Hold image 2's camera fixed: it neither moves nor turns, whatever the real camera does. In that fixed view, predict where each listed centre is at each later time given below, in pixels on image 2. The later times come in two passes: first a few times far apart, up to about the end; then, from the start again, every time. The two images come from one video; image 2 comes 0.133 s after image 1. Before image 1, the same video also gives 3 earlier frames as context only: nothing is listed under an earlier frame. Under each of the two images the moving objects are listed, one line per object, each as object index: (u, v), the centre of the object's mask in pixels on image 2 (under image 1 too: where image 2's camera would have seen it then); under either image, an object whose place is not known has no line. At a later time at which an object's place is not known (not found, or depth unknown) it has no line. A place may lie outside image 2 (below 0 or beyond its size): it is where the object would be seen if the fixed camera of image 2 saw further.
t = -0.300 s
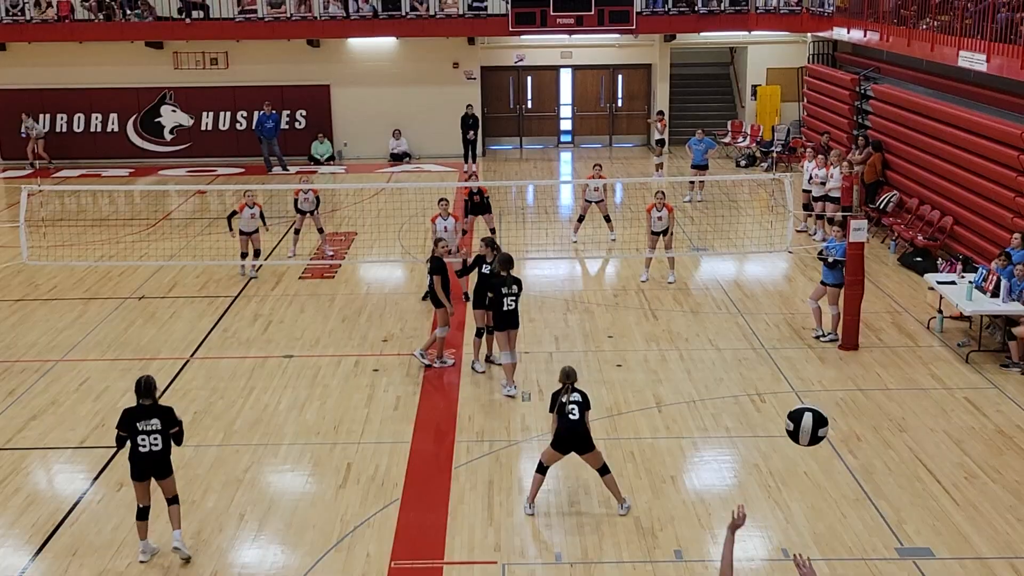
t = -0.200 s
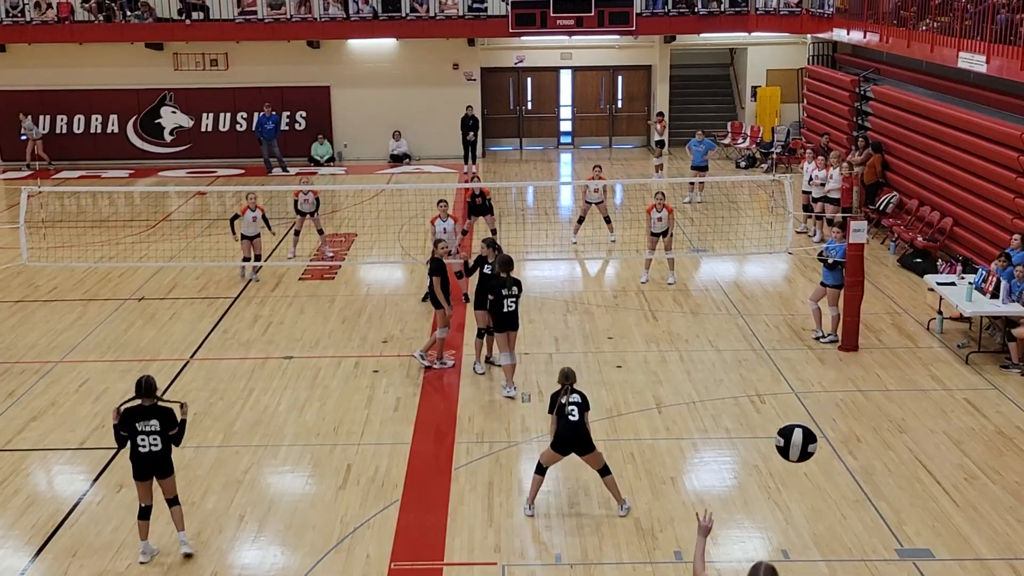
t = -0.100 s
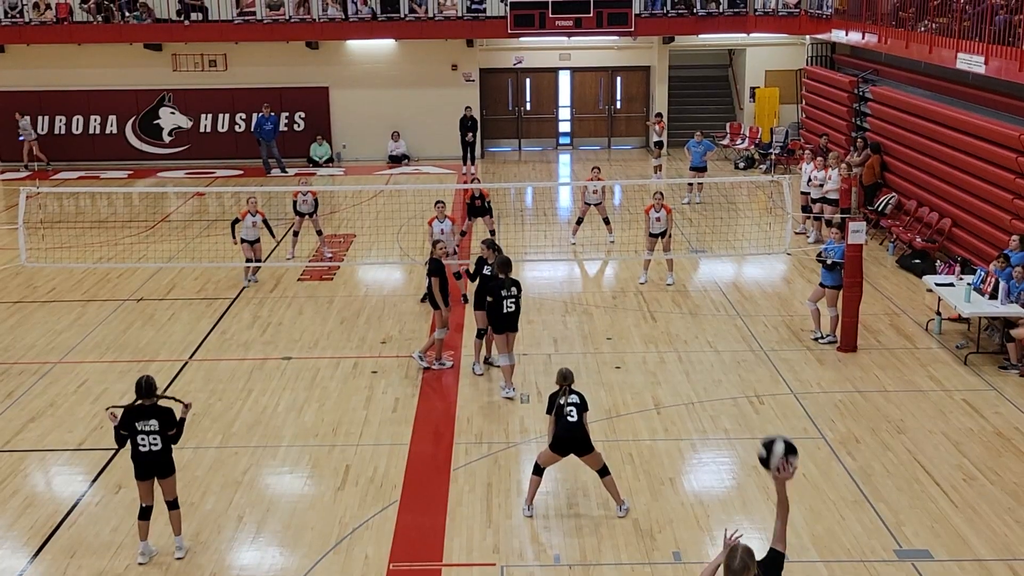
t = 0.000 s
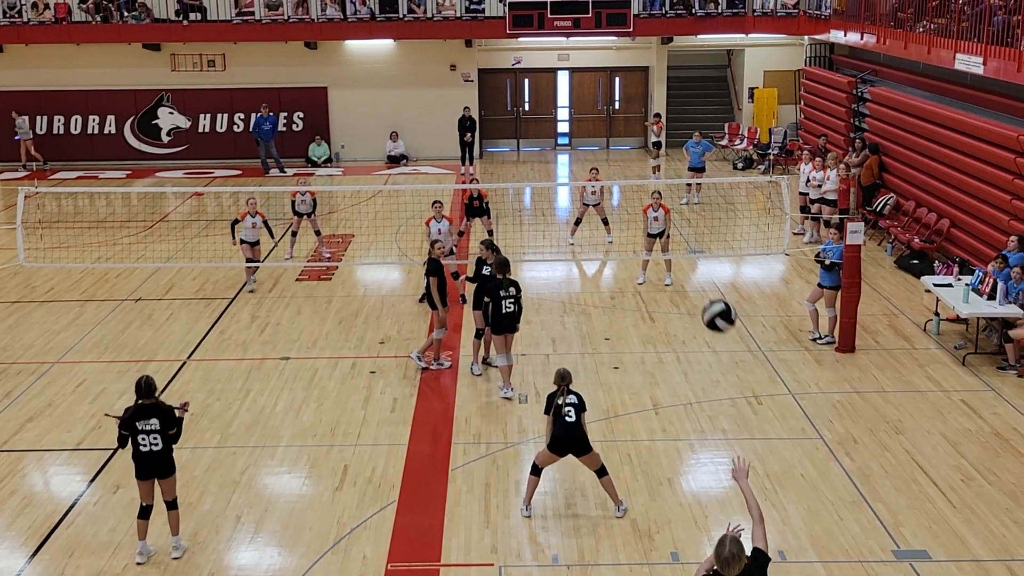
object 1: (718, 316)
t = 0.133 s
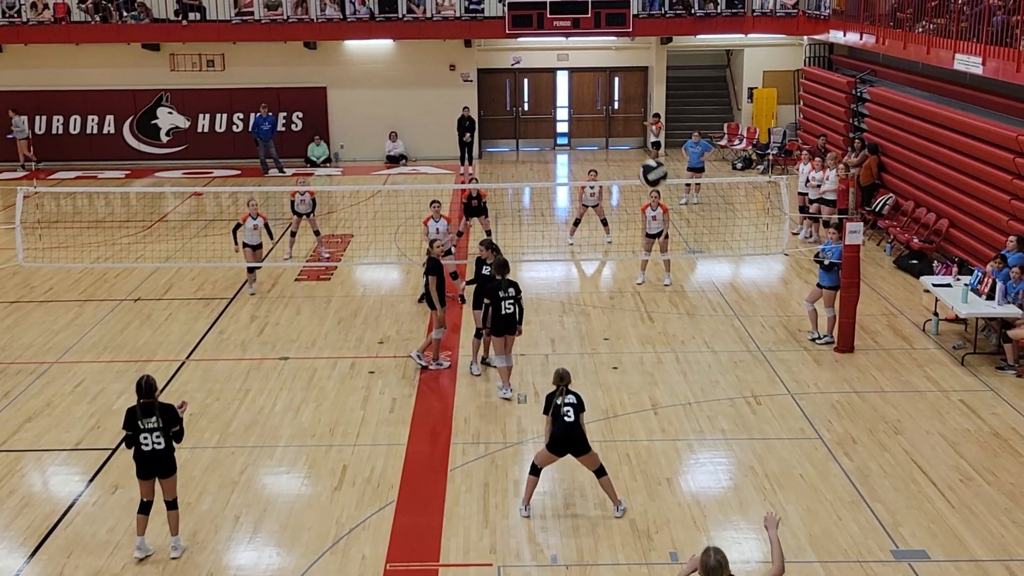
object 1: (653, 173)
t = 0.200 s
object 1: (628, 126)
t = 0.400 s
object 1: (578, 52)
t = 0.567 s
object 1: (548, 37)
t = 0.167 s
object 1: (640, 148)
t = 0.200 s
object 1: (628, 126)
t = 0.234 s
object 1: (619, 108)
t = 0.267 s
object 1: (608, 92)
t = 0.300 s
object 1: (599, 79)
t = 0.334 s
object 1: (591, 68)
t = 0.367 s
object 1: (585, 59)
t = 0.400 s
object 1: (578, 52)
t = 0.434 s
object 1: (572, 46)
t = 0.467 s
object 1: (565, 42)
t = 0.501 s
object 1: (560, 40)
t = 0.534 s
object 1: (554, 38)
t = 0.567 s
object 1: (548, 37)
